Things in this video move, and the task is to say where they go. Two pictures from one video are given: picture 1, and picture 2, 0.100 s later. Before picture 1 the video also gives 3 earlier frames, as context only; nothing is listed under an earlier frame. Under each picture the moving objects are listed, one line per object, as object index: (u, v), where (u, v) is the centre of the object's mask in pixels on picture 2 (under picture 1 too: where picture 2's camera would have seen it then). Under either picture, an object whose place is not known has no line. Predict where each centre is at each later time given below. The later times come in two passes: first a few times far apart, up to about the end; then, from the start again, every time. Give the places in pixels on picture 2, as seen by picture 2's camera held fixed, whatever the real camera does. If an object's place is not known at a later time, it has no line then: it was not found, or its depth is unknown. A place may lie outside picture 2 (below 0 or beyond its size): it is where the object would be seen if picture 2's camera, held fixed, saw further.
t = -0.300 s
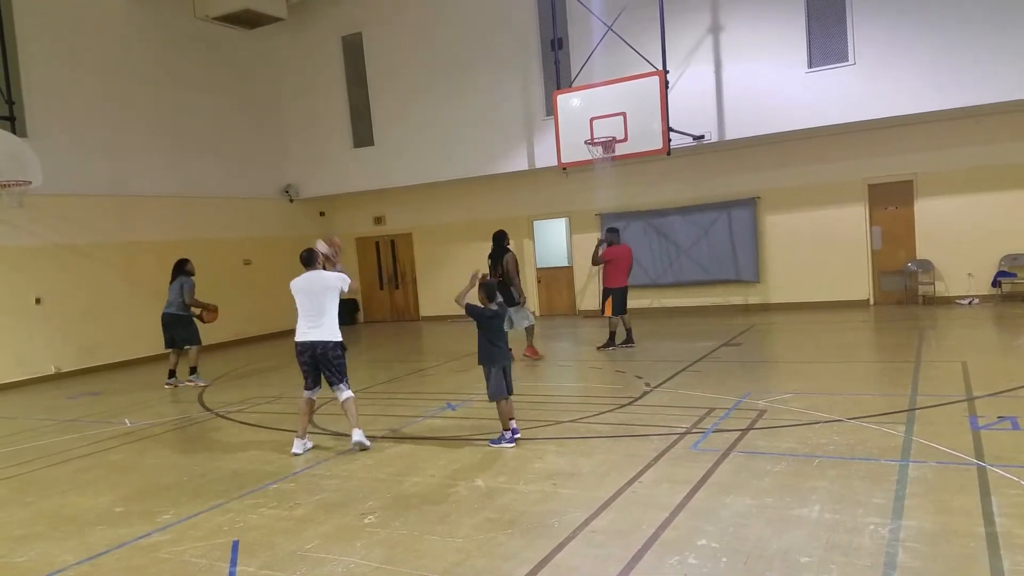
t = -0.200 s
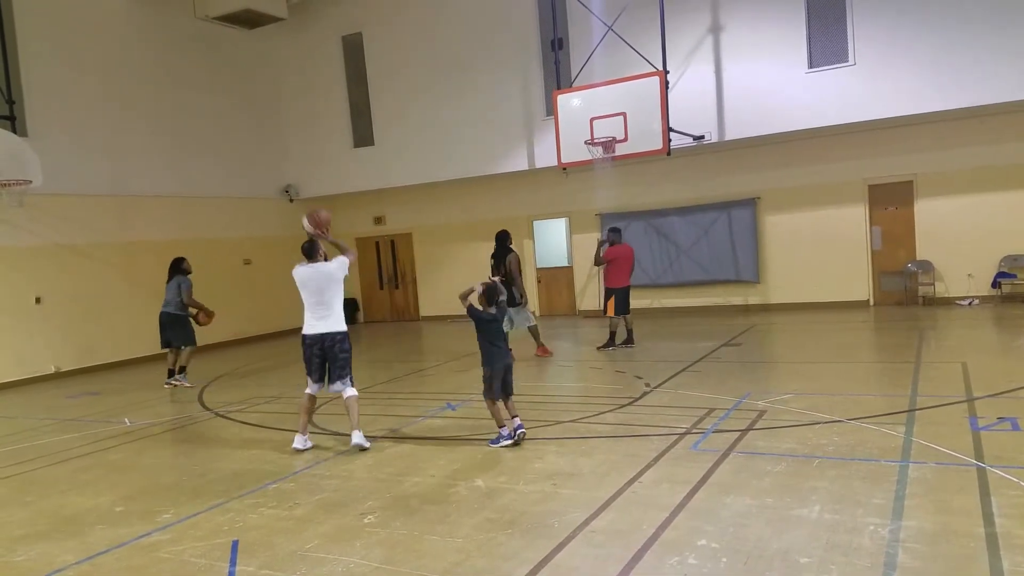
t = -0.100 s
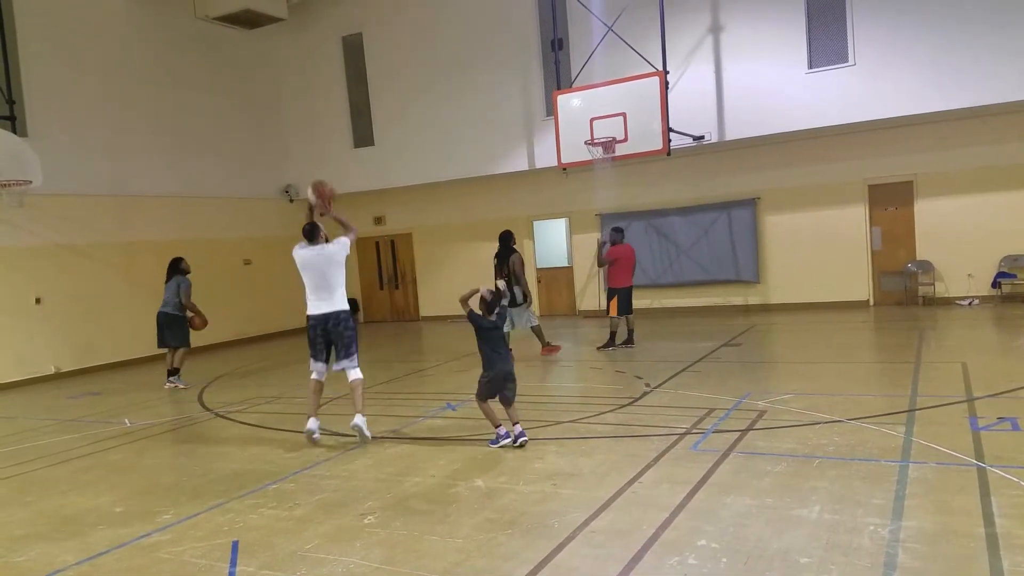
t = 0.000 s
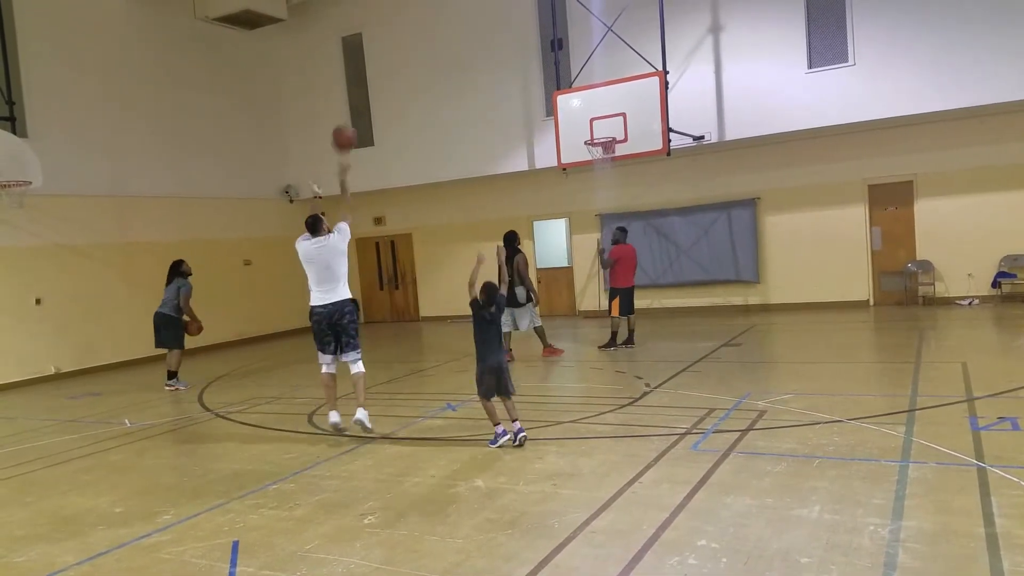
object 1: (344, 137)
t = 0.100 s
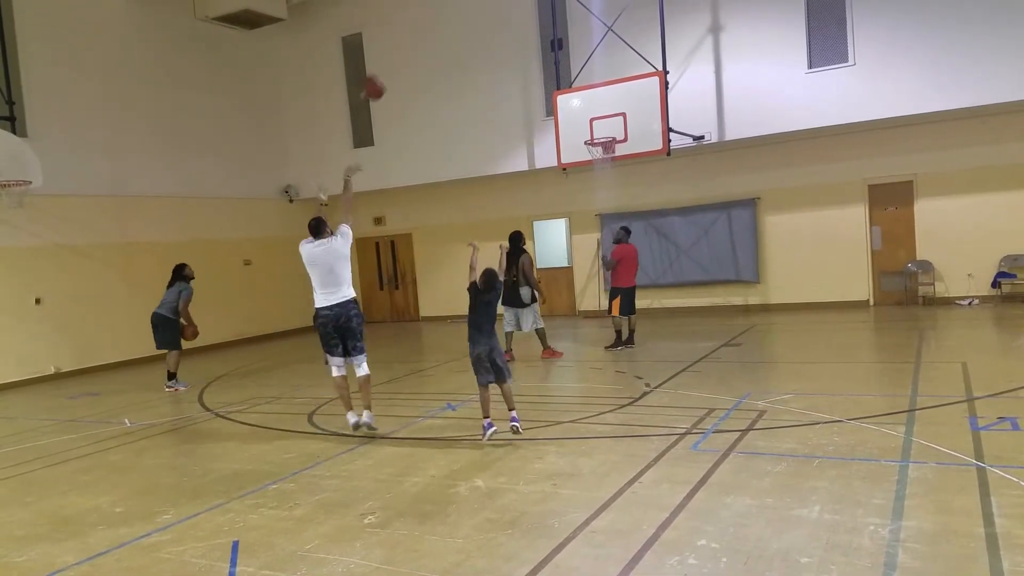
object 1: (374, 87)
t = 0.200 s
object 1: (400, 49)
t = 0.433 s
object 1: (460, 9)
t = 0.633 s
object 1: (504, 16)
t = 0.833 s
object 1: (541, 51)
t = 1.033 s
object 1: (576, 108)
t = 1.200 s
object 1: (602, 132)
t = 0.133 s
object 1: (381, 73)
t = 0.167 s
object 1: (390, 60)
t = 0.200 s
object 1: (400, 49)
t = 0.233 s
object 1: (408, 38)
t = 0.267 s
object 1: (418, 31)
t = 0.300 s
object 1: (427, 24)
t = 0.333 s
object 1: (436, 18)
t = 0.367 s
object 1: (445, 14)
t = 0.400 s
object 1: (453, 10)
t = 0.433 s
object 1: (460, 9)
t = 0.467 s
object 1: (467, 9)
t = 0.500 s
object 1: (475, 9)
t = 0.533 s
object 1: (482, 9)
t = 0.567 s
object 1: (490, 10)
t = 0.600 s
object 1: (497, 12)
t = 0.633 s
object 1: (504, 16)
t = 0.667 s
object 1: (510, 21)
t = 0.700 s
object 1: (517, 25)
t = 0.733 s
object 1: (523, 31)
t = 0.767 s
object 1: (529, 38)
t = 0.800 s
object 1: (536, 44)
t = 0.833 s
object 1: (541, 51)
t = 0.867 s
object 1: (547, 59)
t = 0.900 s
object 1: (553, 67)
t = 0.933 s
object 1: (559, 79)
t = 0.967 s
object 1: (565, 88)
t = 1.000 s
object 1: (570, 97)
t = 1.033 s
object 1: (576, 108)
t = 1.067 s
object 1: (581, 120)
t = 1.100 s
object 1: (586, 131)
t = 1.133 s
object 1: (591, 134)
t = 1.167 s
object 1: (596, 133)
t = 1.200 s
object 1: (602, 132)
